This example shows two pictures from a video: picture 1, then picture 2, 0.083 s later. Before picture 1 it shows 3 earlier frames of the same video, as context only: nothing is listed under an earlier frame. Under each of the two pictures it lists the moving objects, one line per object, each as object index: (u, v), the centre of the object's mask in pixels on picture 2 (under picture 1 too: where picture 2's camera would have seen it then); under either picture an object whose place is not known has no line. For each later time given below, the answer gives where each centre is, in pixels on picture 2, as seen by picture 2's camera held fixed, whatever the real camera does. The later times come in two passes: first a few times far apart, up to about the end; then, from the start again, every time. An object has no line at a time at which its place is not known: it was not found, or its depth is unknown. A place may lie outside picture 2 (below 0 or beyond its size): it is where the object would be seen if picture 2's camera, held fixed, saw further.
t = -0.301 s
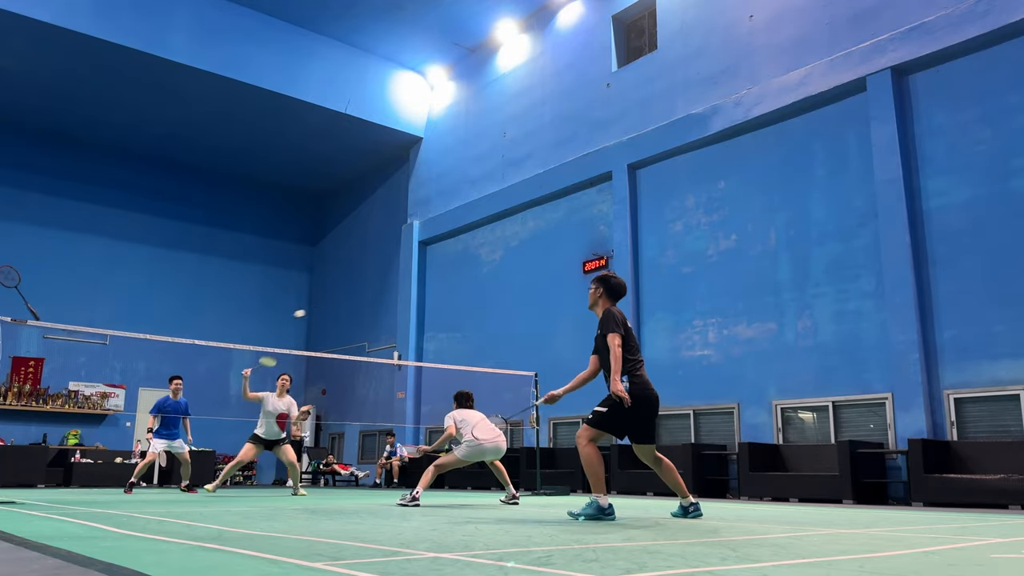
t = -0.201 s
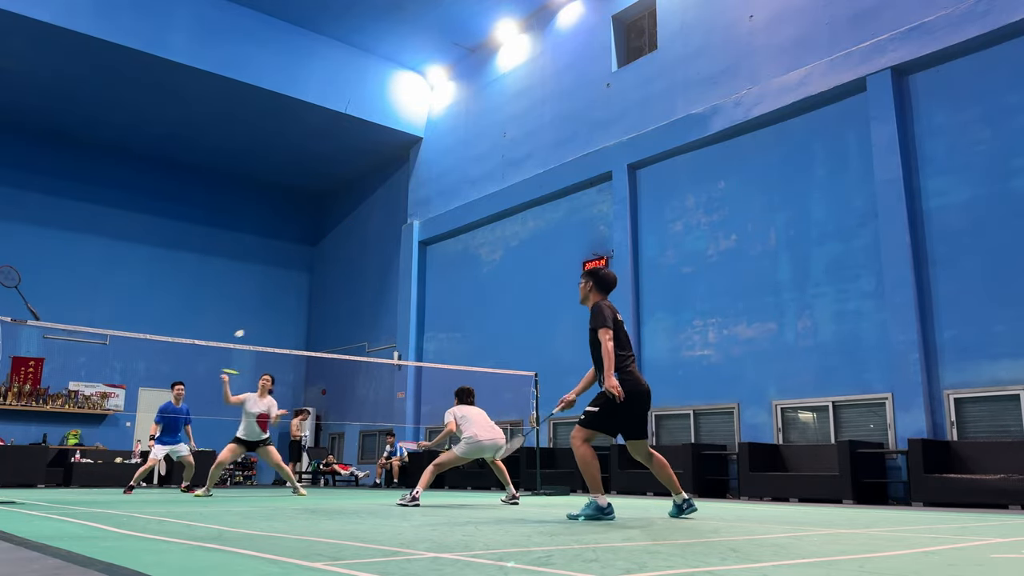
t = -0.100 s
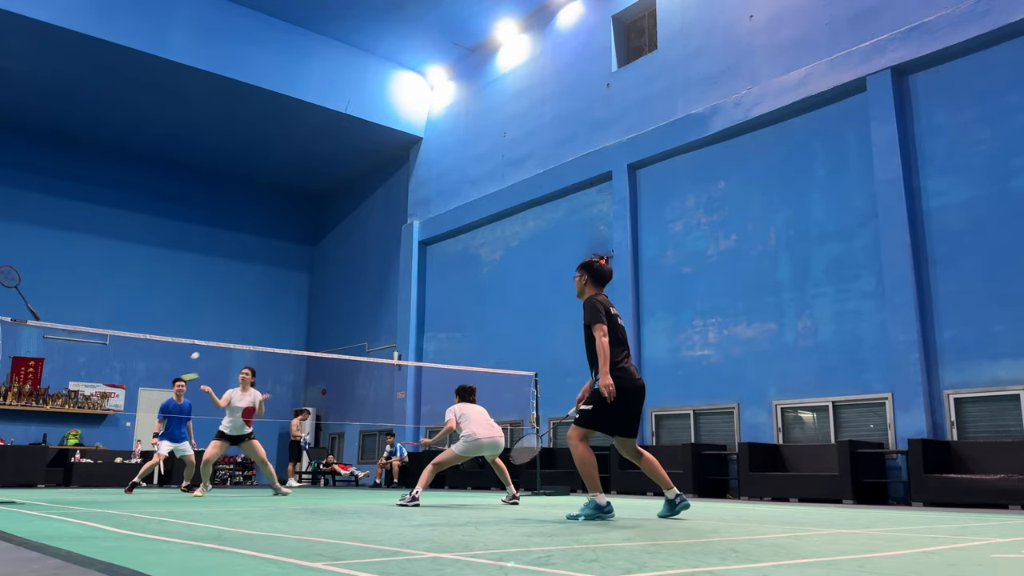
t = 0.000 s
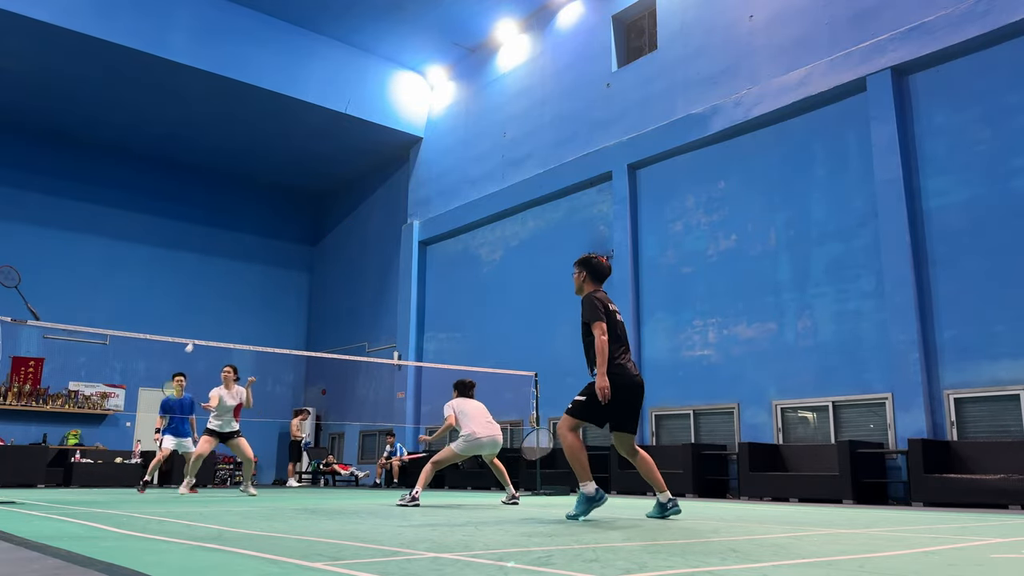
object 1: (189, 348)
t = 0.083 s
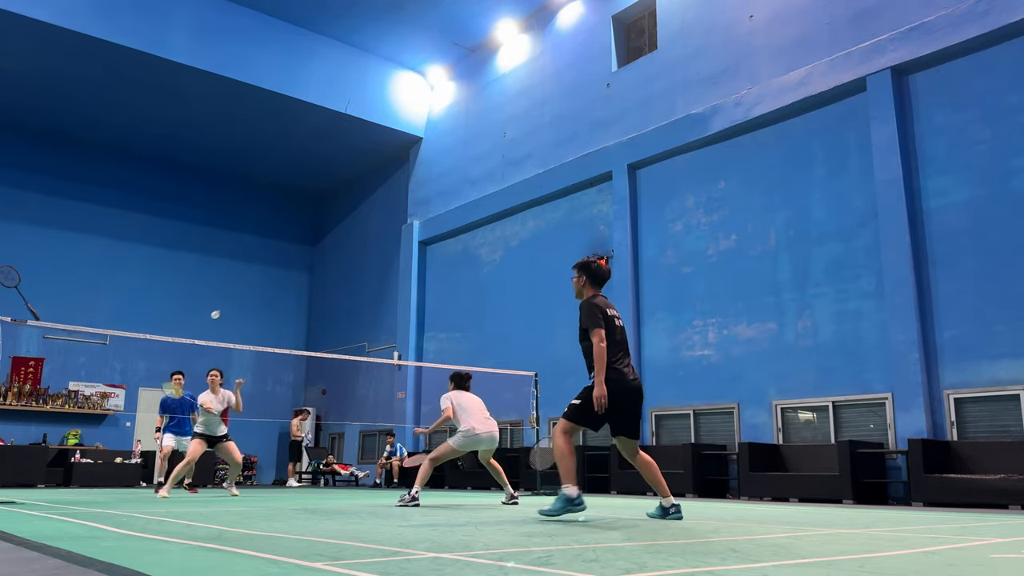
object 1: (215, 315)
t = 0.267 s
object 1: (267, 275)
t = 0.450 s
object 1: (319, 275)
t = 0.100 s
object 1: (220, 310)
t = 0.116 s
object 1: (225, 305)
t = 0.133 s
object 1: (231, 301)
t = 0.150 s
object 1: (236, 296)
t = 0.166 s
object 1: (241, 292)
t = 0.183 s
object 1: (245, 288)
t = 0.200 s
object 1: (250, 285)
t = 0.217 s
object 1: (254, 281)
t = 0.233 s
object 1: (259, 279)
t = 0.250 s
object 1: (263, 277)
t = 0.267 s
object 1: (267, 275)
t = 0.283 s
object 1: (272, 273)
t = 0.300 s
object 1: (276, 272)
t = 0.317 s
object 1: (281, 271)
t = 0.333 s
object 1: (286, 270)
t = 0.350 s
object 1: (291, 270)
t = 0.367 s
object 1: (296, 270)
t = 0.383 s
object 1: (301, 270)
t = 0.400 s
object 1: (305, 271)
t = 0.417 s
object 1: (310, 272)
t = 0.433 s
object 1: (314, 274)
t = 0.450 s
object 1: (319, 275)
